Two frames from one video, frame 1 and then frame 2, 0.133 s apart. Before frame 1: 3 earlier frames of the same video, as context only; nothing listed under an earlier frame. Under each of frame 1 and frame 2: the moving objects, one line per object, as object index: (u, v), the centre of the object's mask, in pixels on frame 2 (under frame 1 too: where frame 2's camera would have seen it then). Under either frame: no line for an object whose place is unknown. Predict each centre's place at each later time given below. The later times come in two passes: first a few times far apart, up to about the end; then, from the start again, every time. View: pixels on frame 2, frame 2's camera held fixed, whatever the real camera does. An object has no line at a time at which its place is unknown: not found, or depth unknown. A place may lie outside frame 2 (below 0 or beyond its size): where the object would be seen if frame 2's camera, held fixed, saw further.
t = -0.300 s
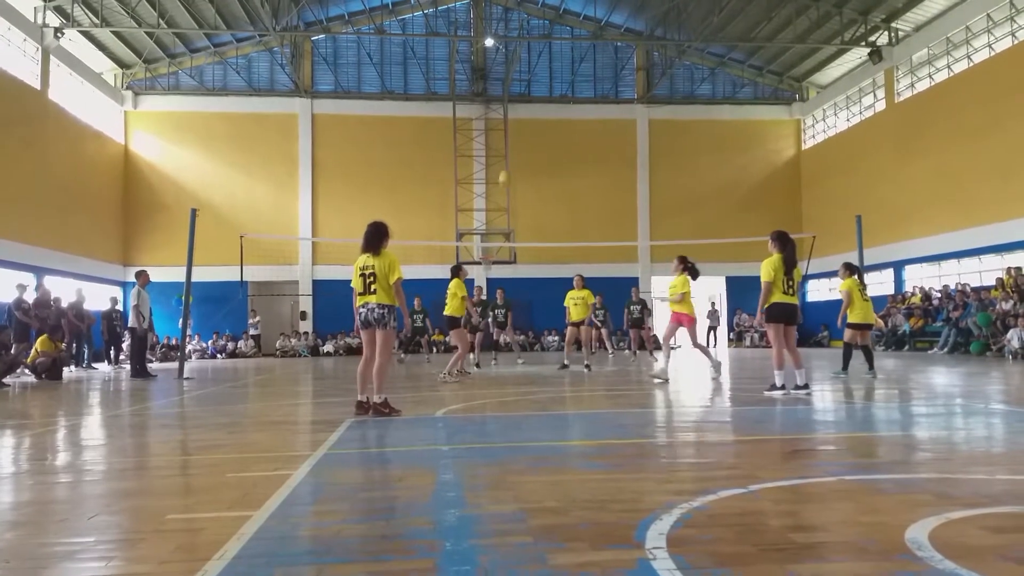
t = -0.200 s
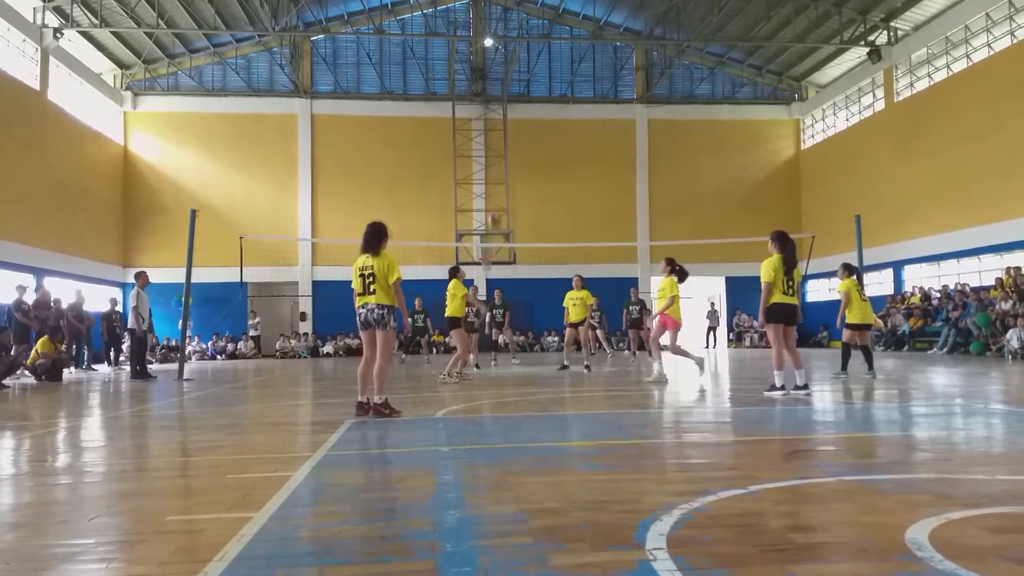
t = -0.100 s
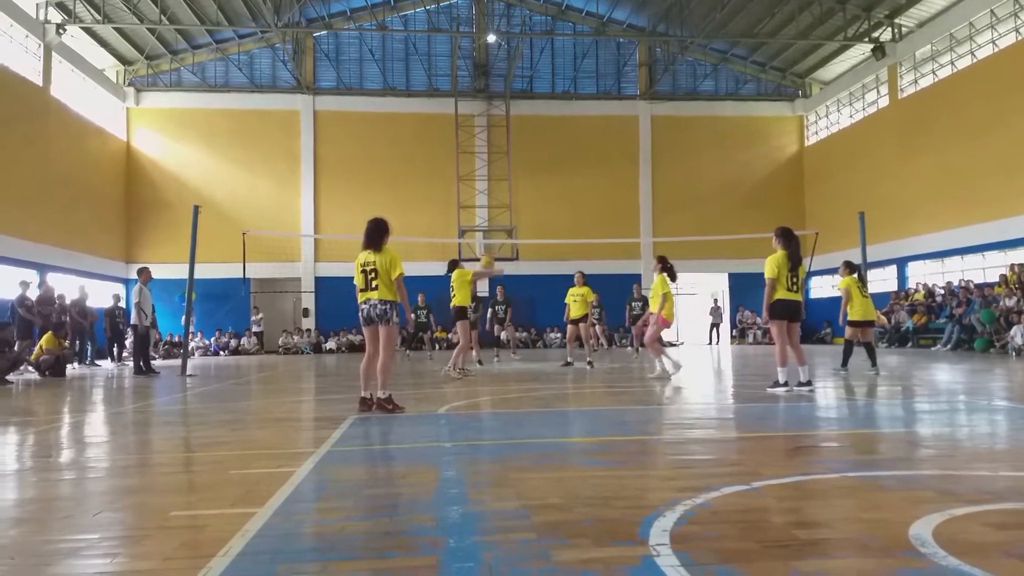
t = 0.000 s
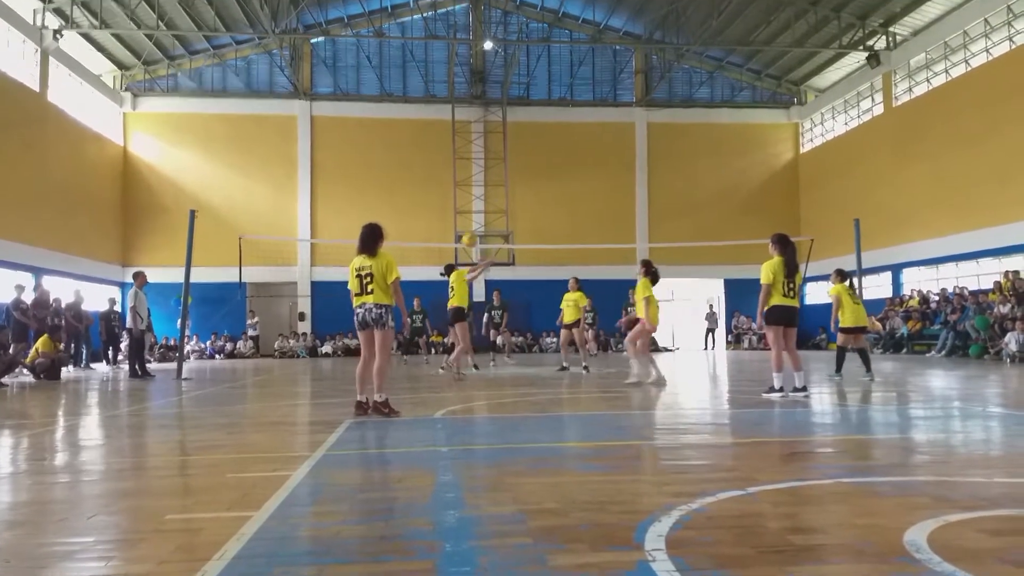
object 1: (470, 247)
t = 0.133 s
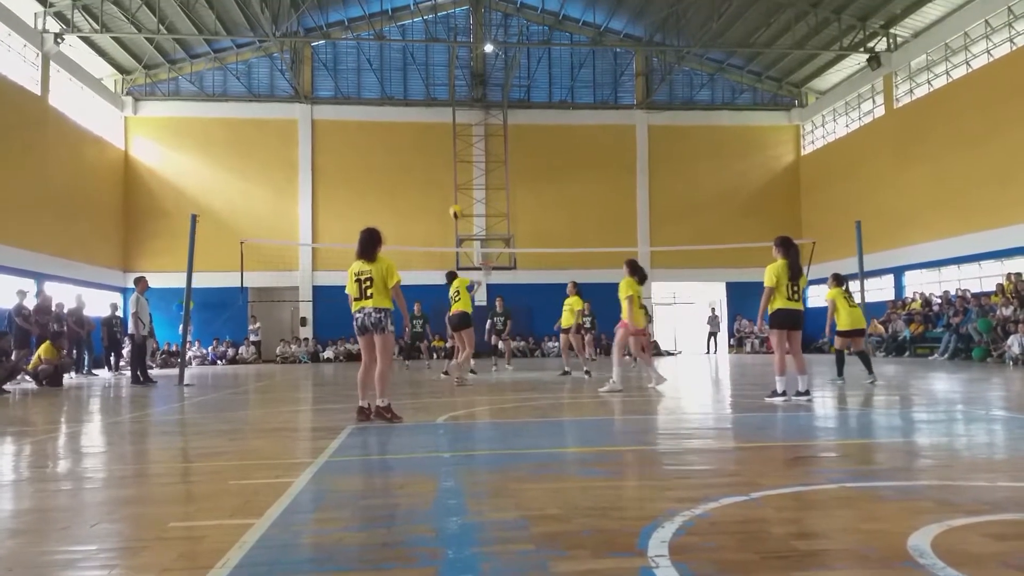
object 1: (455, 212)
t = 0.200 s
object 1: (450, 204)
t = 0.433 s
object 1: (431, 192)
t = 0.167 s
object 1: (452, 208)
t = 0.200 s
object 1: (450, 204)
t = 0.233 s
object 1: (448, 200)
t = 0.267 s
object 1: (444, 197)
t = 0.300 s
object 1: (437, 194)
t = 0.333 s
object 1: (435, 192)
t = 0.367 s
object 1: (435, 192)
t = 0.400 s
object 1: (433, 192)
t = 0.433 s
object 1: (431, 192)
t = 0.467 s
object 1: (427, 193)
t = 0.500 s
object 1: (425, 196)
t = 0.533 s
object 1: (423, 199)
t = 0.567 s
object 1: (423, 201)
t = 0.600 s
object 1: (423, 204)
